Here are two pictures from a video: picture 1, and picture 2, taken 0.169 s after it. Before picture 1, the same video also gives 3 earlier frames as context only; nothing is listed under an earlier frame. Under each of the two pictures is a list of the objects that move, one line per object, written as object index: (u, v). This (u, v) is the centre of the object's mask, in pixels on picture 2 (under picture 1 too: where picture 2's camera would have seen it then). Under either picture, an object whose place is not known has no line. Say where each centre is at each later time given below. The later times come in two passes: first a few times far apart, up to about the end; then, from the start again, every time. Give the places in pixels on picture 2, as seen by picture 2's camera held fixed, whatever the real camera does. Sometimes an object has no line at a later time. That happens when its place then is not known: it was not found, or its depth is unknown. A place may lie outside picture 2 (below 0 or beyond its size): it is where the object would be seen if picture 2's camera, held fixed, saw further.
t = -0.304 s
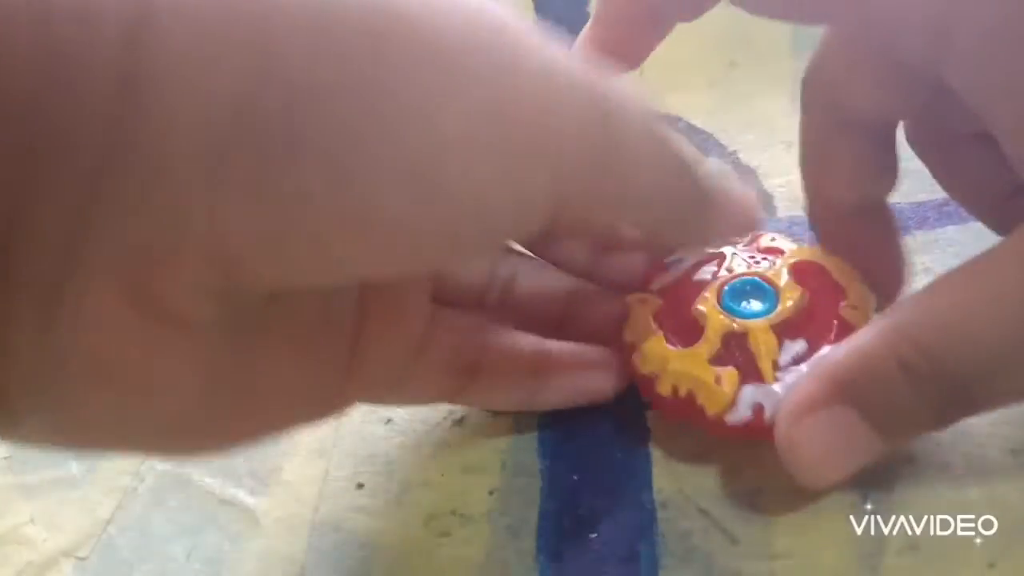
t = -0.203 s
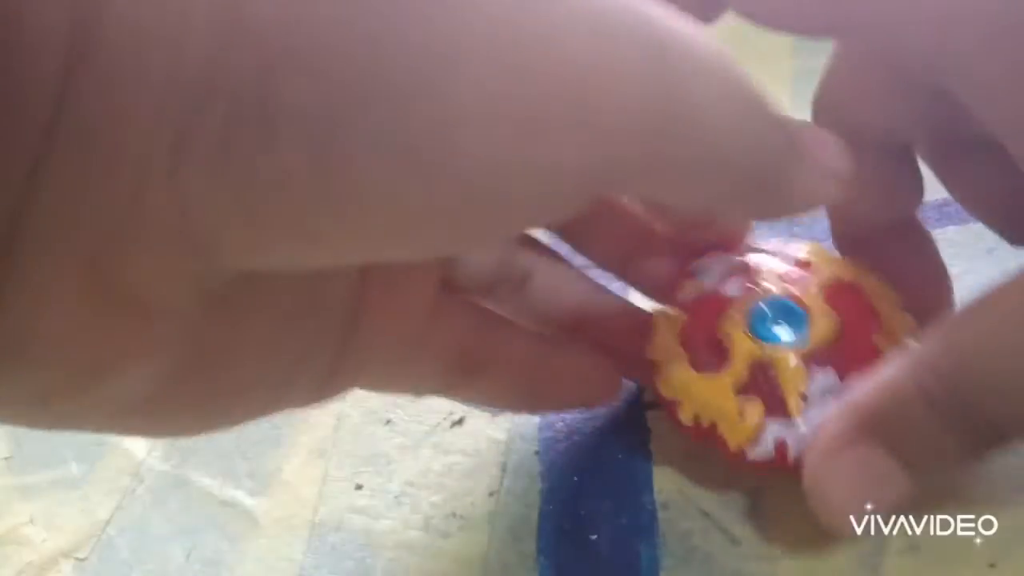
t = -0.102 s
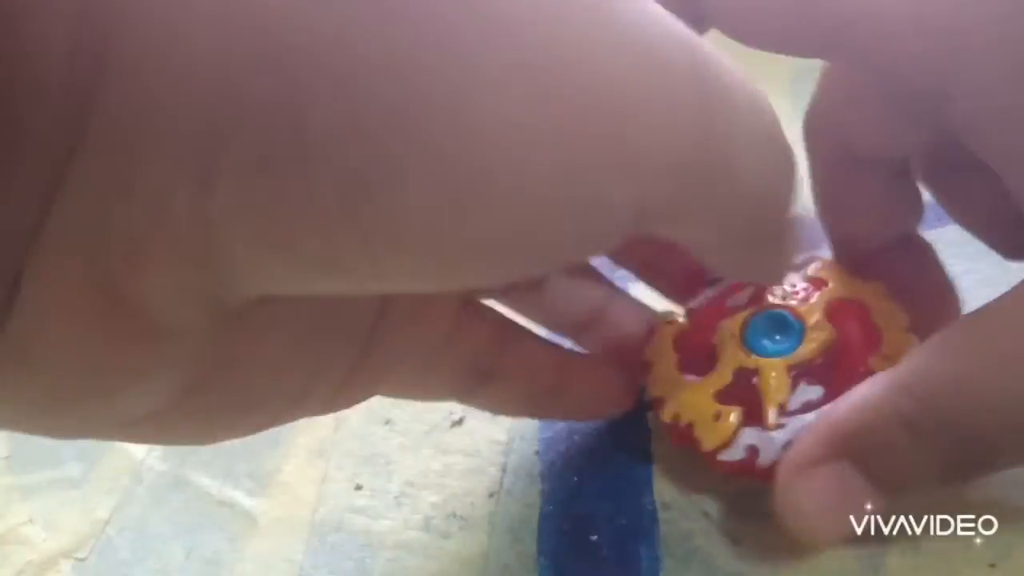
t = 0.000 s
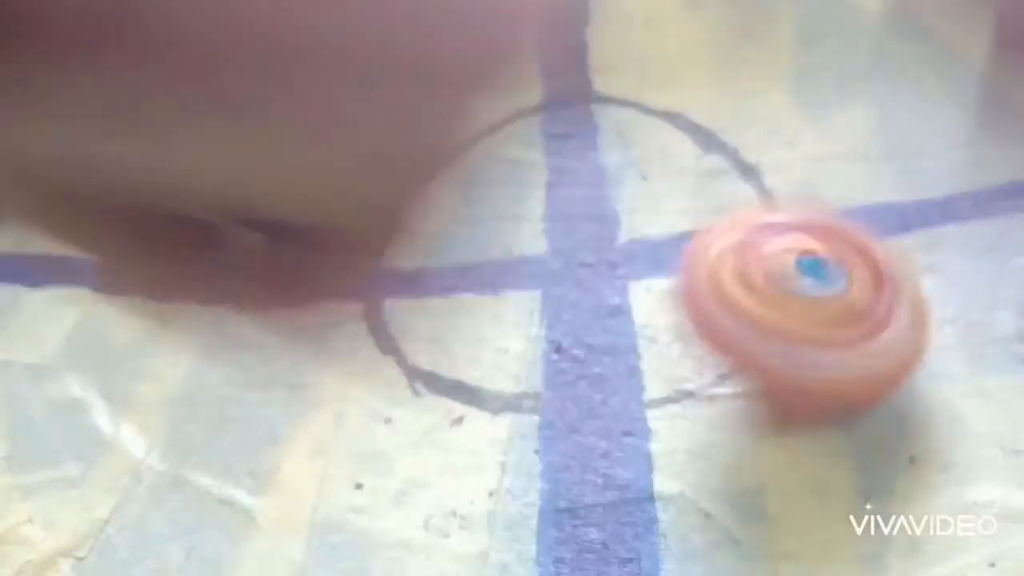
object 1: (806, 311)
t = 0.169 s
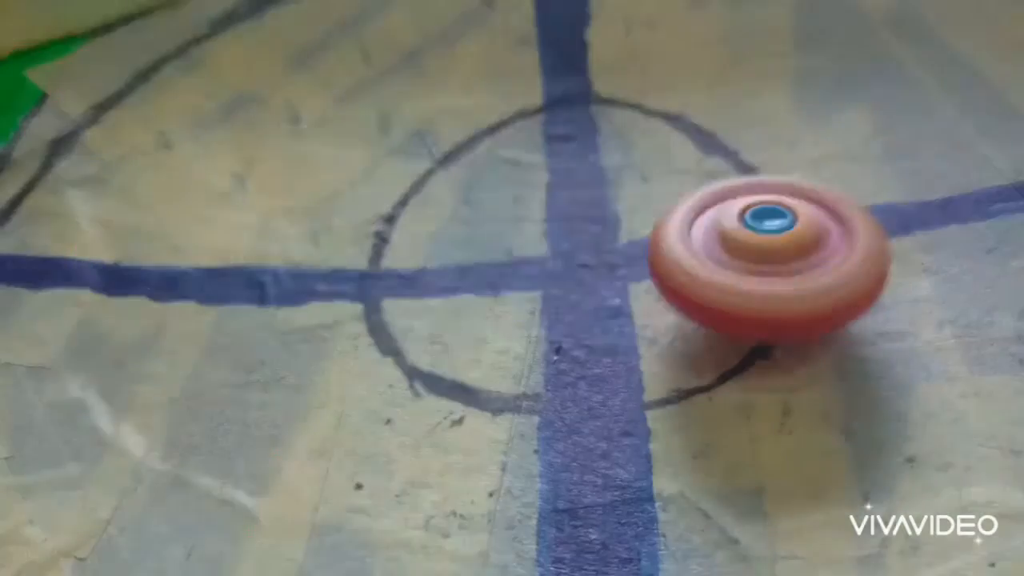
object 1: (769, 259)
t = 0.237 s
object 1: (767, 262)
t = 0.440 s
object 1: (751, 260)
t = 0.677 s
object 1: (693, 269)
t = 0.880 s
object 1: (626, 283)
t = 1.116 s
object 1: (563, 326)
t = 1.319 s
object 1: (538, 357)
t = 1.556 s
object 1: (537, 372)
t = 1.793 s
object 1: (523, 351)
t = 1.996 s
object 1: (534, 301)
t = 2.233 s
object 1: (548, 251)
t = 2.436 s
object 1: (556, 228)
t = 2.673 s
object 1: (565, 212)
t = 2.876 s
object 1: (568, 217)
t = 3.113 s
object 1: (568, 217)
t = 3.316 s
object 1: (570, 226)
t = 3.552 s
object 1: (565, 237)
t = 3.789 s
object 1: (561, 239)
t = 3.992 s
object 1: (562, 239)
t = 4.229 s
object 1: (562, 240)
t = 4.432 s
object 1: (563, 241)
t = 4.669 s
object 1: (556, 239)
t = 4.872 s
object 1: (556, 241)
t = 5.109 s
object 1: (556, 241)
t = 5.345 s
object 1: (556, 240)
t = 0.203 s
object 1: (767, 261)
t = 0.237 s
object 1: (767, 262)
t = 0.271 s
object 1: (766, 262)
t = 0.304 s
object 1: (762, 261)
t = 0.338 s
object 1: (759, 261)
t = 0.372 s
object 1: (756, 261)
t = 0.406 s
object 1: (753, 260)
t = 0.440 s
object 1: (751, 260)
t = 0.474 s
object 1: (747, 260)
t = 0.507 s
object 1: (739, 261)
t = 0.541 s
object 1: (731, 264)
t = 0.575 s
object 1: (722, 265)
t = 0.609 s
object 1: (712, 266)
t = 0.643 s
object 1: (704, 266)
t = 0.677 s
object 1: (693, 269)
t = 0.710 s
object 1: (684, 269)
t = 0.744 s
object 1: (672, 270)
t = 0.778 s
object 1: (657, 273)
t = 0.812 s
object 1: (647, 276)
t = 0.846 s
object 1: (636, 279)
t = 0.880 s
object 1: (626, 283)
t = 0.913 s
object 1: (614, 290)
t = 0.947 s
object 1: (604, 295)
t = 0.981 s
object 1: (594, 300)
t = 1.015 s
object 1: (584, 309)
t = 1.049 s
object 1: (577, 315)
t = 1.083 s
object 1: (569, 321)
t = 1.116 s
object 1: (563, 326)
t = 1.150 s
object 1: (556, 334)
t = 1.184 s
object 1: (552, 338)
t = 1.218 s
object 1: (548, 343)
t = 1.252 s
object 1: (545, 348)
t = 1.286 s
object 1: (541, 354)
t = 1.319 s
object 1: (538, 357)
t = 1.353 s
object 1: (536, 360)
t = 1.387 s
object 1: (532, 363)
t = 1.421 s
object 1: (533, 366)
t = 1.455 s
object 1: (535, 368)
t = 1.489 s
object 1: (536, 369)
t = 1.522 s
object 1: (538, 373)
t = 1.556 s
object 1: (537, 372)
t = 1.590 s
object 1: (535, 372)
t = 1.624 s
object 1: (533, 371)
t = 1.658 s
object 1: (533, 371)
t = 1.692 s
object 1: (533, 369)
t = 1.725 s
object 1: (532, 362)
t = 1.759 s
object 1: (527, 357)
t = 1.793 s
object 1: (523, 351)
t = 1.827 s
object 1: (520, 345)
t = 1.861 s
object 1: (524, 335)
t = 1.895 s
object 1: (529, 324)
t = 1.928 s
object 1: (533, 313)
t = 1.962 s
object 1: (532, 308)
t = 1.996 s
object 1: (534, 301)
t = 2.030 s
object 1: (540, 291)
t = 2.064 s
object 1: (538, 285)
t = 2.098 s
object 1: (541, 279)
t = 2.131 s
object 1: (545, 269)
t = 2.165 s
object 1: (544, 263)
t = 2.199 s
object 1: (545, 257)
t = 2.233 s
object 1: (548, 251)
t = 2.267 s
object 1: (549, 246)
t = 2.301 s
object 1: (552, 239)
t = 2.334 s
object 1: (554, 233)
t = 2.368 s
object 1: (552, 232)
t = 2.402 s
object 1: (553, 231)
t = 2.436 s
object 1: (556, 228)
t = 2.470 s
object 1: (555, 226)
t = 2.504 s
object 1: (557, 223)
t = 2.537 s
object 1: (557, 221)
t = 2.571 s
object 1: (561, 215)
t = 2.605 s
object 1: (561, 213)
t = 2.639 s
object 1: (564, 214)
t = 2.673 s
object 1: (565, 212)
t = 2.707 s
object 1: (566, 213)
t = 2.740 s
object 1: (566, 213)
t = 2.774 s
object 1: (567, 214)
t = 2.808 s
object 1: (567, 215)
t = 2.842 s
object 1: (568, 217)
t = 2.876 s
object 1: (568, 217)
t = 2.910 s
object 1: (568, 217)
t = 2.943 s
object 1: (568, 216)
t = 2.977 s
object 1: (568, 216)
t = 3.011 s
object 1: (567, 219)
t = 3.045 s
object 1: (568, 217)
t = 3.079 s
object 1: (567, 216)
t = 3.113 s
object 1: (568, 217)
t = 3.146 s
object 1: (567, 220)
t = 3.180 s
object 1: (571, 222)
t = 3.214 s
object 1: (572, 223)
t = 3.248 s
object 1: (572, 224)
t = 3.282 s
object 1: (571, 226)
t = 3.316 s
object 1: (570, 226)
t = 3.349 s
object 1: (568, 230)
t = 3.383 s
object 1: (570, 232)
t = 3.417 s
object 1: (568, 233)
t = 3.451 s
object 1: (567, 234)
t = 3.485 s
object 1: (565, 234)
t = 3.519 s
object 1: (565, 236)
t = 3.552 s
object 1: (565, 237)
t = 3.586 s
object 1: (564, 236)
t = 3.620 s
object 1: (561, 237)
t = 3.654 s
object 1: (563, 237)
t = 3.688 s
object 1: (561, 238)
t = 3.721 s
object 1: (561, 240)
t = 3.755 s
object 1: (562, 239)
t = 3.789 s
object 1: (561, 239)
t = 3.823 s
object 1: (562, 241)
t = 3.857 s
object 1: (563, 240)
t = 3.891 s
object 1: (561, 239)
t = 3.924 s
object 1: (563, 241)
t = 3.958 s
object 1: (563, 240)
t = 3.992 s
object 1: (562, 239)
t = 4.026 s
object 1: (563, 241)
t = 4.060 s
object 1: (563, 239)
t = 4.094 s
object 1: (561, 239)
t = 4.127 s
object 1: (563, 241)
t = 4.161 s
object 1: (564, 239)
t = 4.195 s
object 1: (563, 240)
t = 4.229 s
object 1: (562, 240)
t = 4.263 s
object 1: (561, 239)
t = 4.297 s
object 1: (562, 241)
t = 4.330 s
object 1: (563, 240)
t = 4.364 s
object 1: (562, 239)
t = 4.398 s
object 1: (560, 240)
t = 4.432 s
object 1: (563, 241)
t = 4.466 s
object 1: (561, 238)
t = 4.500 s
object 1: (560, 239)
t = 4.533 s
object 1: (561, 240)
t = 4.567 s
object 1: (560, 238)
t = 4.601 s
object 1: (557, 237)
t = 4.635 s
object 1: (555, 240)
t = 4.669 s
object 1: (556, 239)
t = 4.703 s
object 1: (555, 238)
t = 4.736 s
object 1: (556, 240)
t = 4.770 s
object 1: (557, 240)
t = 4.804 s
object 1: (557, 240)
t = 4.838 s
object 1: (556, 241)
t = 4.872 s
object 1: (556, 241)
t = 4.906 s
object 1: (556, 240)
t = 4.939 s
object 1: (556, 240)
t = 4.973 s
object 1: (556, 240)
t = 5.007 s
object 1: (556, 240)
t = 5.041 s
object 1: (556, 241)
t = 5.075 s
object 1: (556, 241)
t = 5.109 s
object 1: (556, 241)
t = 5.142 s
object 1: (555, 241)
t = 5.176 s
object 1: (556, 242)
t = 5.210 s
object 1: (556, 242)
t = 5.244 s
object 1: (555, 242)
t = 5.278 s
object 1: (555, 240)
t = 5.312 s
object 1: (554, 241)
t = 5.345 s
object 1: (556, 240)
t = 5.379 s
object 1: (556, 240)
